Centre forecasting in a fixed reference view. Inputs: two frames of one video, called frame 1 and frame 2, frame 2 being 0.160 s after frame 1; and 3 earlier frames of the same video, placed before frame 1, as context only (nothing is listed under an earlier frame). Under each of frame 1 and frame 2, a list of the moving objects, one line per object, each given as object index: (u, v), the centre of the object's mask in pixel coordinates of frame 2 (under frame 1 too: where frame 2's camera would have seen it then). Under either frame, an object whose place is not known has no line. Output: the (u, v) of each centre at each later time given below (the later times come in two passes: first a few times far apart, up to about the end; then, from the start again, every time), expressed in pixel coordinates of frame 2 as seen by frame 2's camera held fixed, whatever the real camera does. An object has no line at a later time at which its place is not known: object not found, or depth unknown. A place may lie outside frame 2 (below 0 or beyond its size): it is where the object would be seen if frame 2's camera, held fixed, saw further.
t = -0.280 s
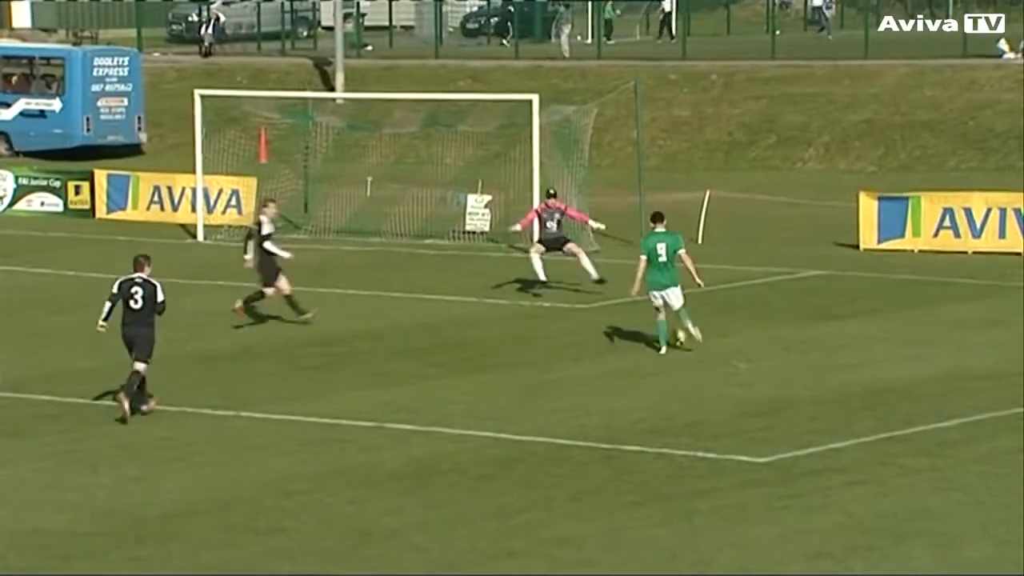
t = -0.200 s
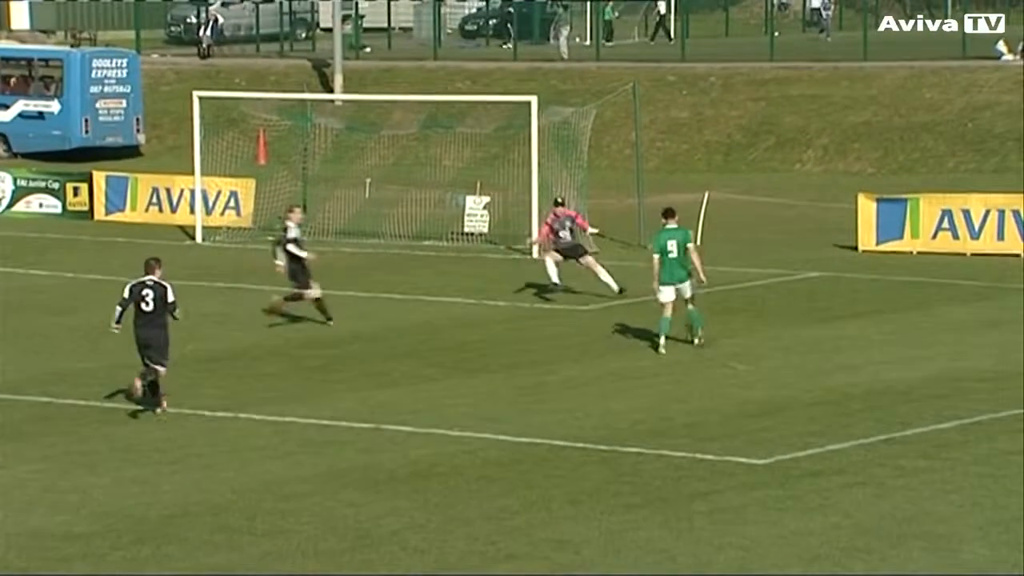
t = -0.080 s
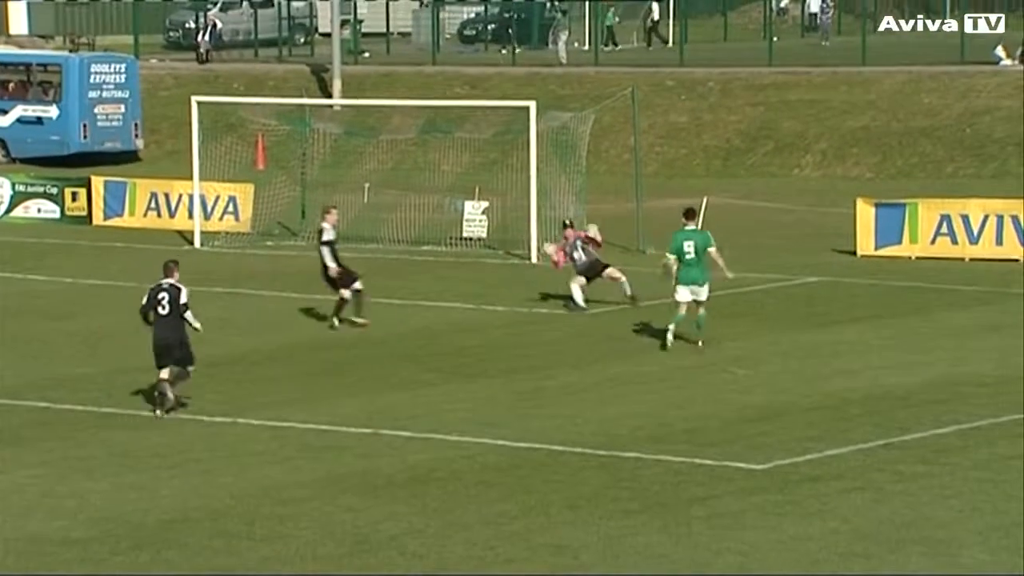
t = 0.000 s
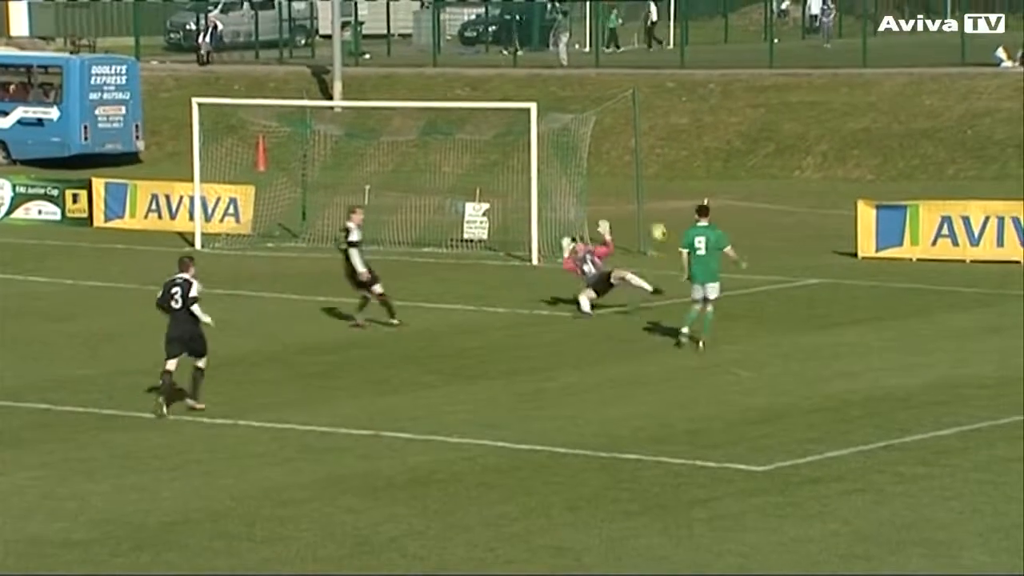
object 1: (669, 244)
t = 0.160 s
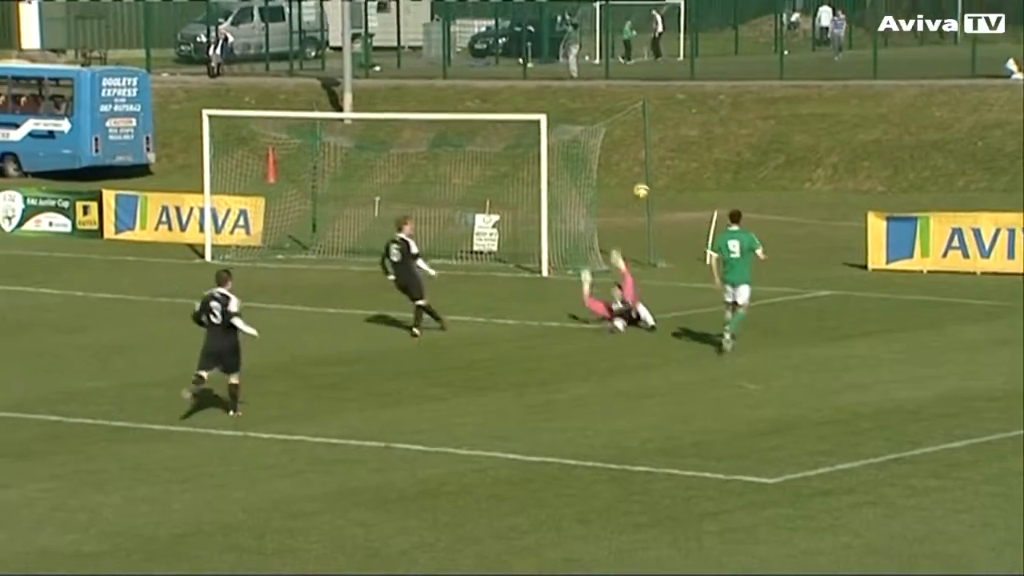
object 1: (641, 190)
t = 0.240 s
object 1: (628, 172)
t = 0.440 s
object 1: (593, 146)
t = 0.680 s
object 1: (551, 149)
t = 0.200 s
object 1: (634, 180)
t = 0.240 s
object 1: (628, 172)
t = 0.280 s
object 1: (620, 164)
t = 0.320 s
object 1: (614, 159)
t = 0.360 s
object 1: (606, 153)
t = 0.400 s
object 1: (600, 149)
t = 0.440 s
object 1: (593, 146)
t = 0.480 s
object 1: (586, 144)
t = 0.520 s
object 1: (579, 143)
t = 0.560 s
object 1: (572, 143)
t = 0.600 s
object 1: (565, 144)
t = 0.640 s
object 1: (558, 146)
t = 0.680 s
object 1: (551, 149)
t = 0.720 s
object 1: (544, 154)
